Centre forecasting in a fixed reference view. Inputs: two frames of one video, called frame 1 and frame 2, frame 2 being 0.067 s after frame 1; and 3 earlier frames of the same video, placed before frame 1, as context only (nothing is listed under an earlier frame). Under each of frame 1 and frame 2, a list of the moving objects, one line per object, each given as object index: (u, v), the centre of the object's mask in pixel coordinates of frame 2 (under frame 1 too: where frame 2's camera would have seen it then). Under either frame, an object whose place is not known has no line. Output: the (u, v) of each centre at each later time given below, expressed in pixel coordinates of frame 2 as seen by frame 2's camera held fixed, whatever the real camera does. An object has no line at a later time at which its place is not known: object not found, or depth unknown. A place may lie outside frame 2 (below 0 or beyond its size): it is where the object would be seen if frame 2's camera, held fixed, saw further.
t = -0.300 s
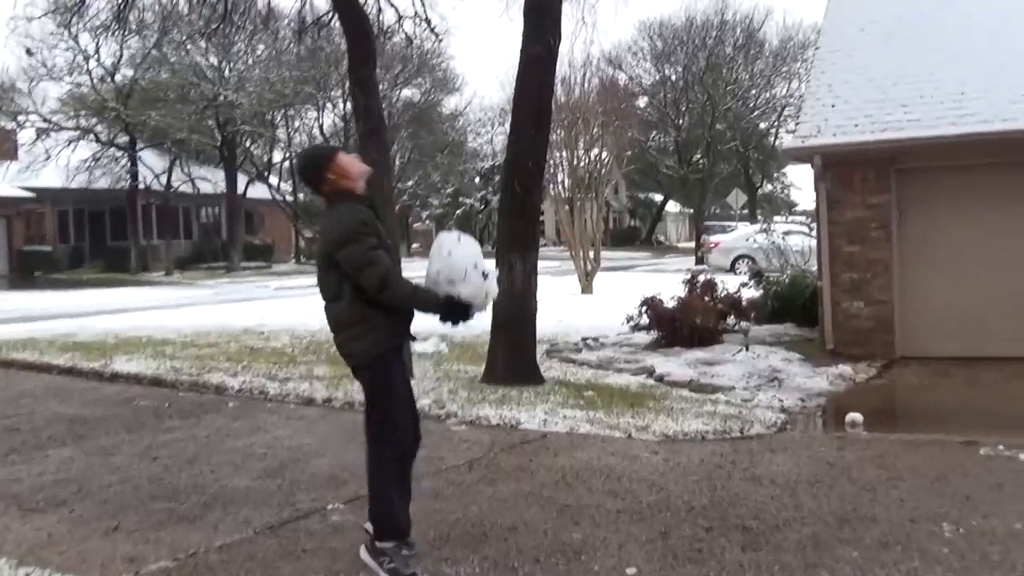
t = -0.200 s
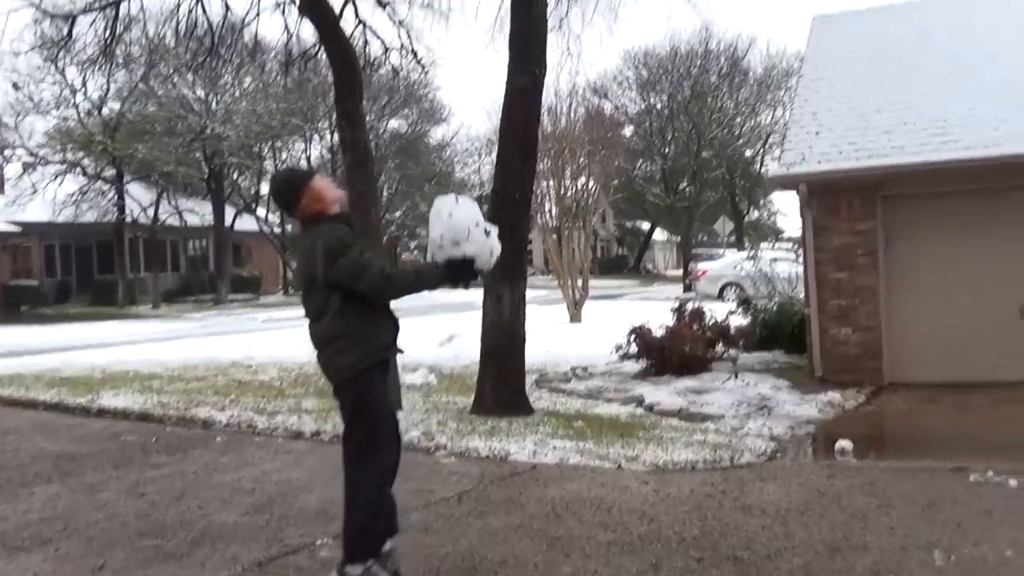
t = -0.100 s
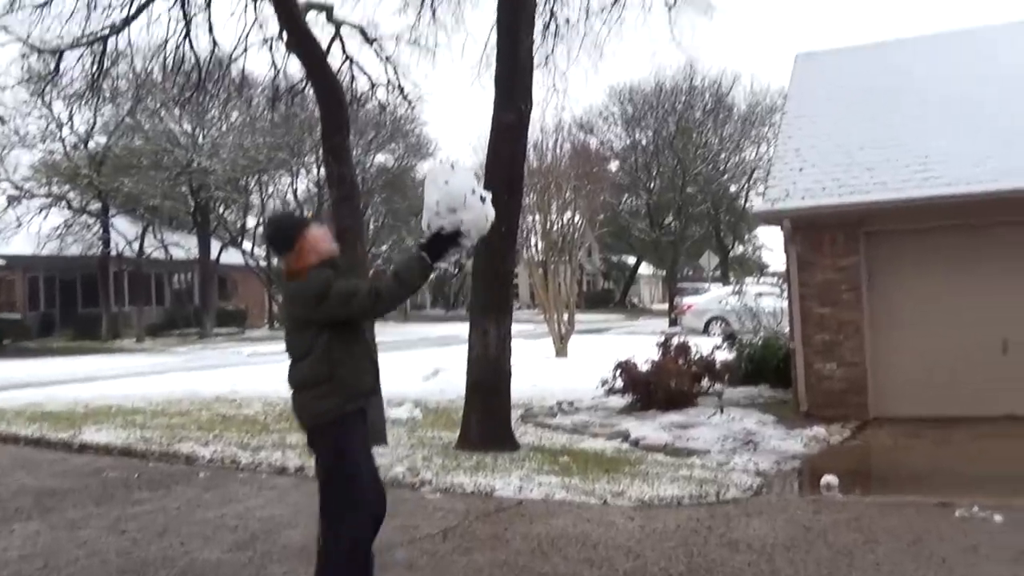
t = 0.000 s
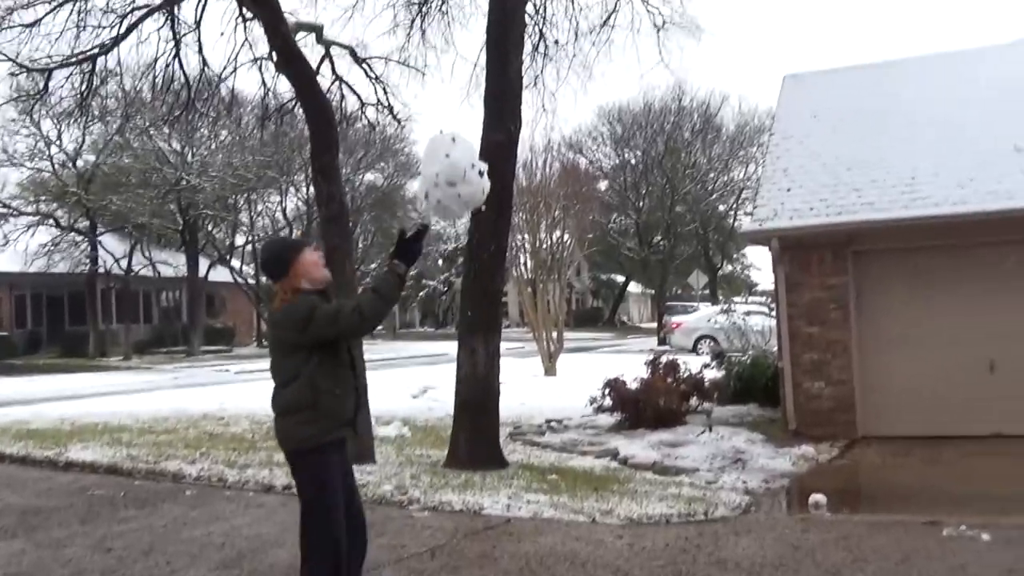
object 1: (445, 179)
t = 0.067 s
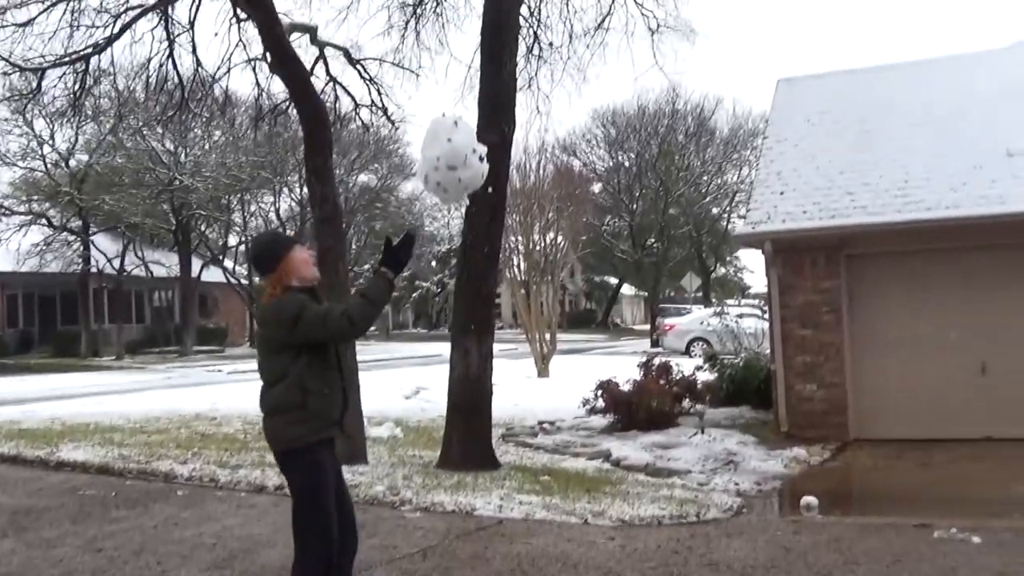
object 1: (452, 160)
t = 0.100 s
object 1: (455, 154)
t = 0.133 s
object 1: (457, 151)
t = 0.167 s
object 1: (460, 151)
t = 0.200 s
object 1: (464, 153)
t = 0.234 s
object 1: (467, 157)
